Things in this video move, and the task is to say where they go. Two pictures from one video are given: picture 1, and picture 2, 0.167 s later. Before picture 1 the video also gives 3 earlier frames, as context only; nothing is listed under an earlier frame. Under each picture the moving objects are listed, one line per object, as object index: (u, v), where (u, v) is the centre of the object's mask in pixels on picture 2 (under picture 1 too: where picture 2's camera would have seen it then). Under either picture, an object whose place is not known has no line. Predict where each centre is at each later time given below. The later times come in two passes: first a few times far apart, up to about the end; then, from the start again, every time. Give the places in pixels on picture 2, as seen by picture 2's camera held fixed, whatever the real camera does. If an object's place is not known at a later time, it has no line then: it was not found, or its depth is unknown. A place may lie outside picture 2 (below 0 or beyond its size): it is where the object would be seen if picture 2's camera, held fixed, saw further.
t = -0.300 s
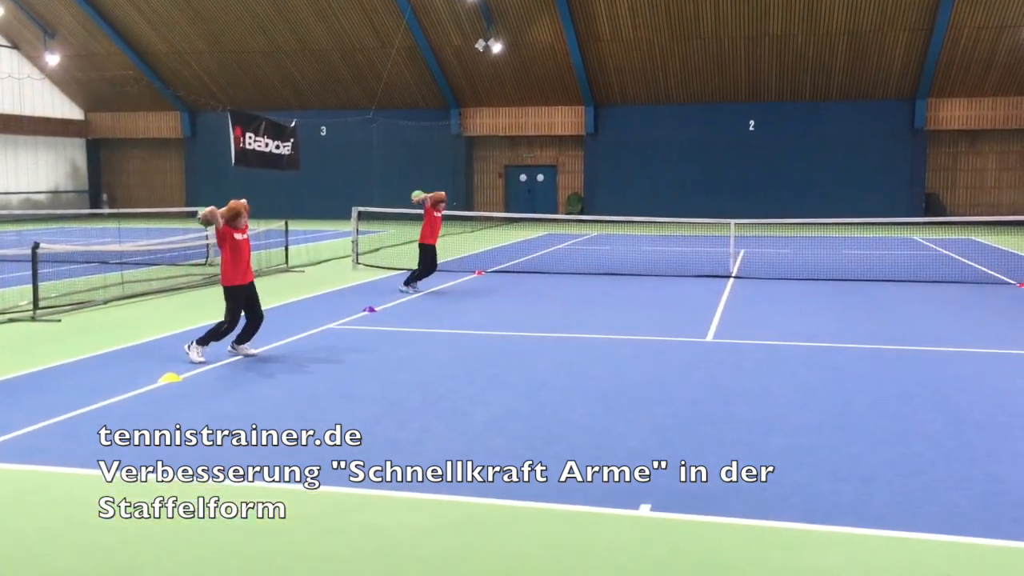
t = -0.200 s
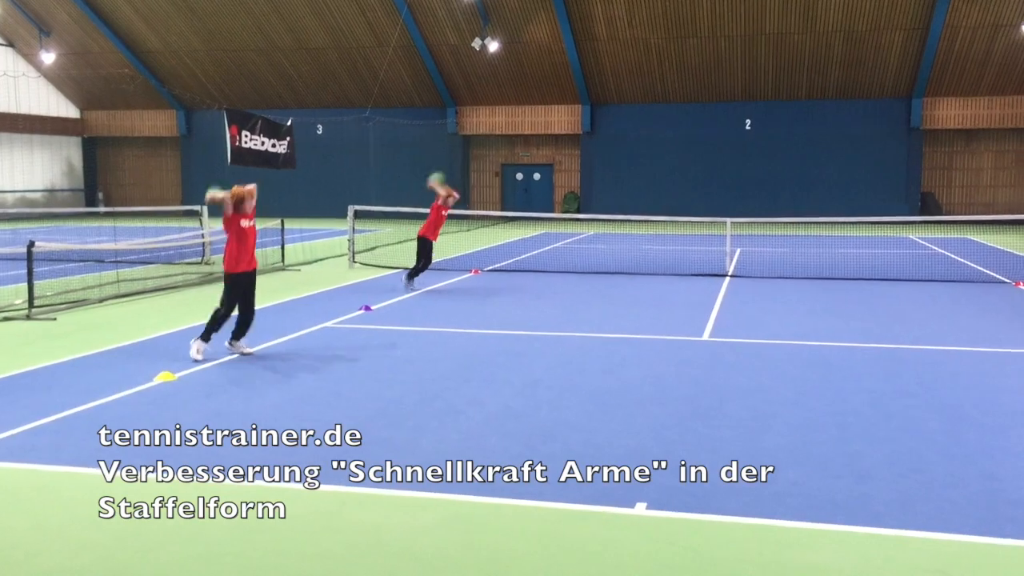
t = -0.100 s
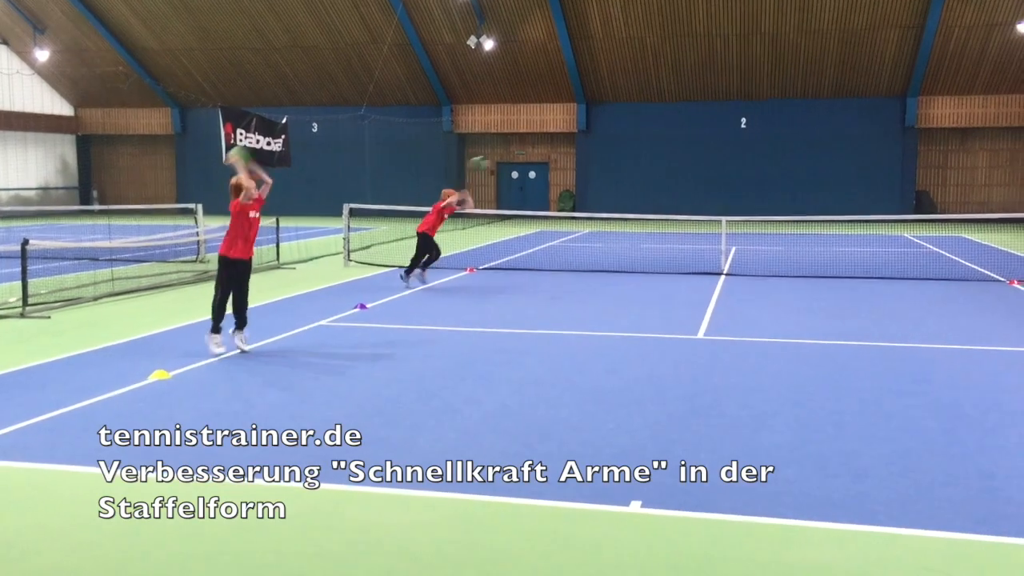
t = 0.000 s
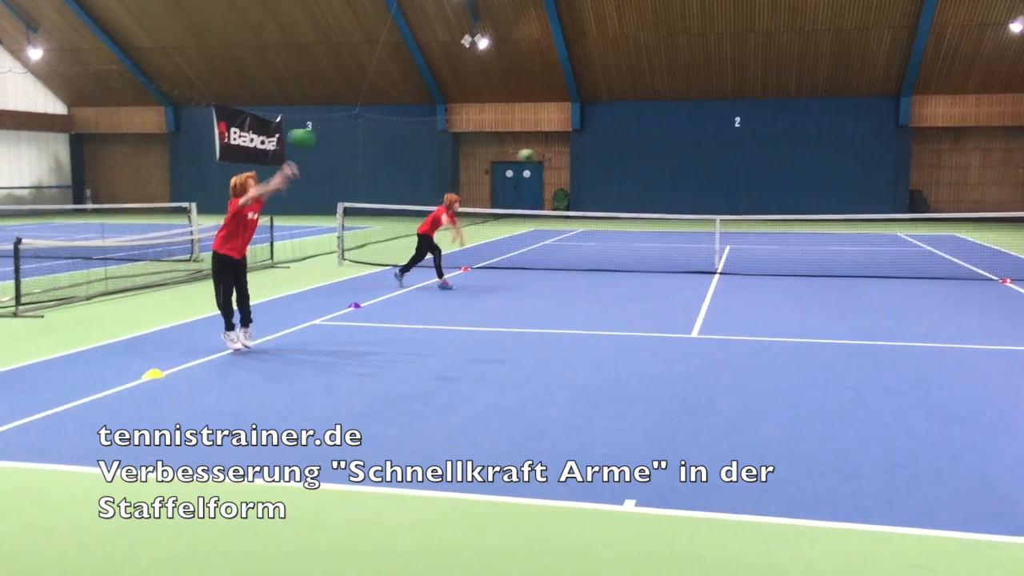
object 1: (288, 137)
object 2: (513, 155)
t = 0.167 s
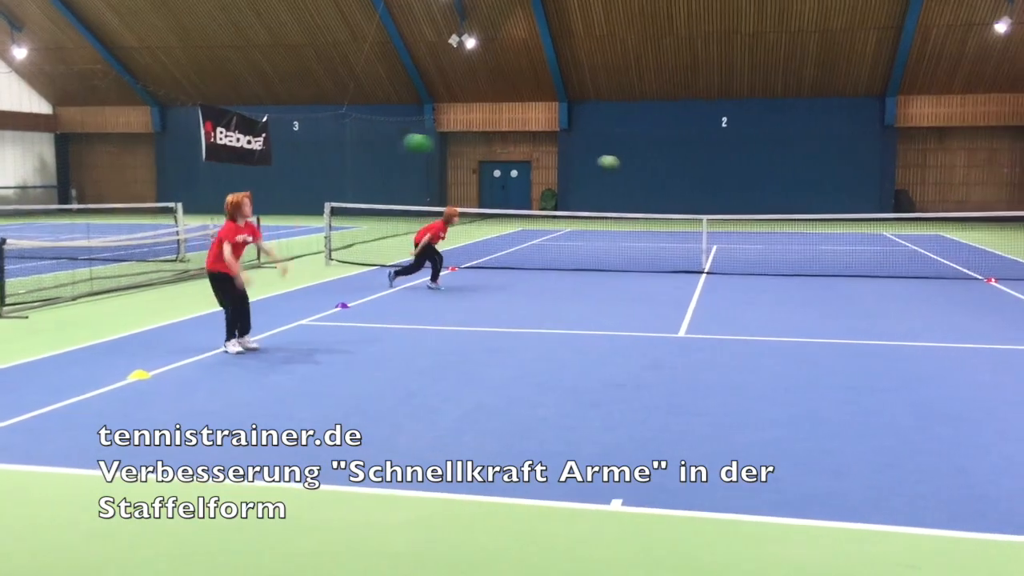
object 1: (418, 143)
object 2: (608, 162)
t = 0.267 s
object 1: (498, 162)
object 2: (666, 175)
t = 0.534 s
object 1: (724, 280)
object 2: (822, 255)
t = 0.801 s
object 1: (911, 319)
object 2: (935, 256)
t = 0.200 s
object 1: (445, 148)
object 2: (627, 165)
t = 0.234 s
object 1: (473, 154)
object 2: (648, 170)
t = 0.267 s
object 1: (498, 162)
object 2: (666, 175)
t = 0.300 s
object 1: (527, 170)
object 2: (685, 182)
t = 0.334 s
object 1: (556, 183)
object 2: (704, 189)
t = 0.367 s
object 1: (580, 193)
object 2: (723, 197)
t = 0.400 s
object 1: (609, 207)
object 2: (741, 206)
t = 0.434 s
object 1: (639, 225)
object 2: (761, 217)
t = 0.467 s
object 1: (667, 242)
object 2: (781, 228)
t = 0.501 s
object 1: (695, 260)
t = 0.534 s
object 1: (724, 280)
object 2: (822, 255)
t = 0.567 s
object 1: (753, 302)
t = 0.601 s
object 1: (783, 324)
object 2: (863, 284)
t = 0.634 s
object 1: (812, 351)
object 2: (882, 298)
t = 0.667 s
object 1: (841, 371)
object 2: (892, 291)
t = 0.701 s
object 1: (857, 359)
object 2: (903, 280)
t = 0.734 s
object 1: (875, 344)
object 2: (913, 271)
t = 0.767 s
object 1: (893, 330)
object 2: (924, 264)
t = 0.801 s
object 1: (911, 319)
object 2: (935, 256)
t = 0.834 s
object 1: (928, 308)
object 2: (946, 251)
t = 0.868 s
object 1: (947, 297)
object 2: (957, 244)
